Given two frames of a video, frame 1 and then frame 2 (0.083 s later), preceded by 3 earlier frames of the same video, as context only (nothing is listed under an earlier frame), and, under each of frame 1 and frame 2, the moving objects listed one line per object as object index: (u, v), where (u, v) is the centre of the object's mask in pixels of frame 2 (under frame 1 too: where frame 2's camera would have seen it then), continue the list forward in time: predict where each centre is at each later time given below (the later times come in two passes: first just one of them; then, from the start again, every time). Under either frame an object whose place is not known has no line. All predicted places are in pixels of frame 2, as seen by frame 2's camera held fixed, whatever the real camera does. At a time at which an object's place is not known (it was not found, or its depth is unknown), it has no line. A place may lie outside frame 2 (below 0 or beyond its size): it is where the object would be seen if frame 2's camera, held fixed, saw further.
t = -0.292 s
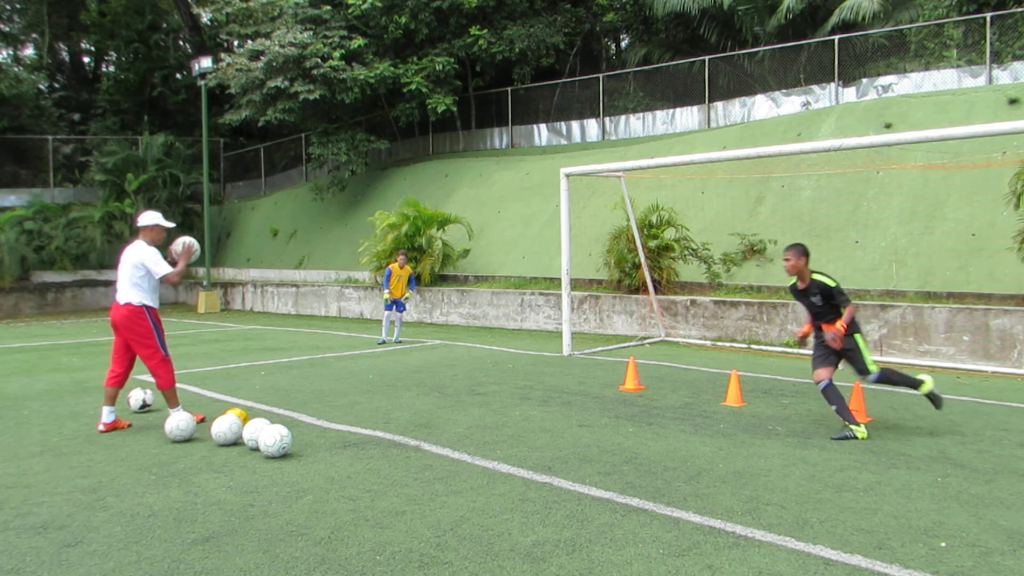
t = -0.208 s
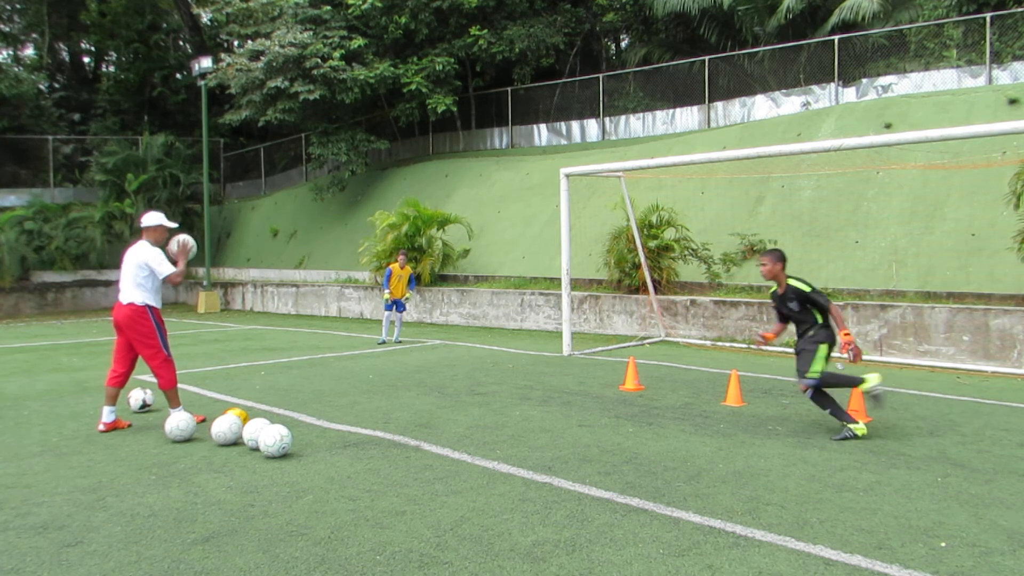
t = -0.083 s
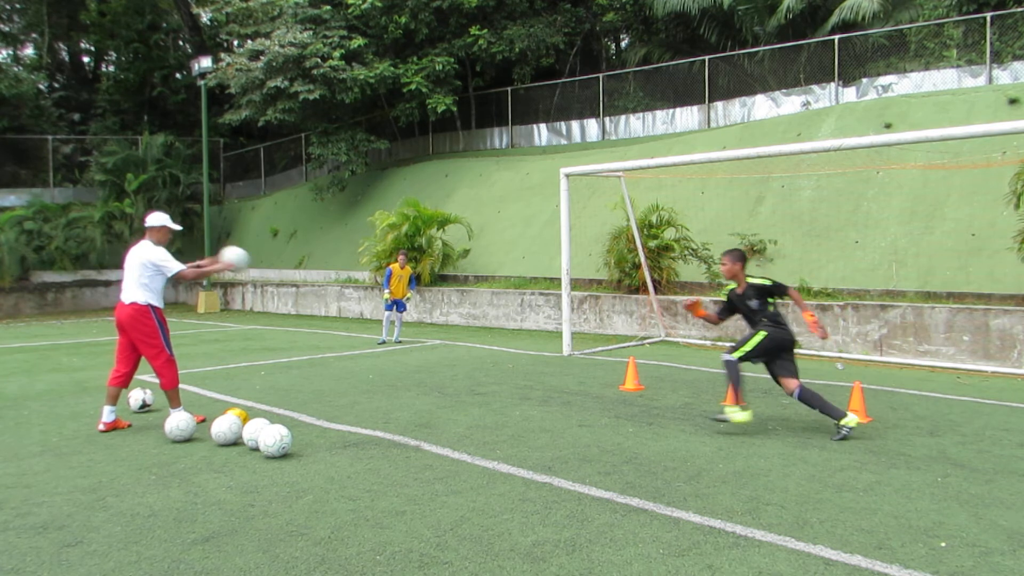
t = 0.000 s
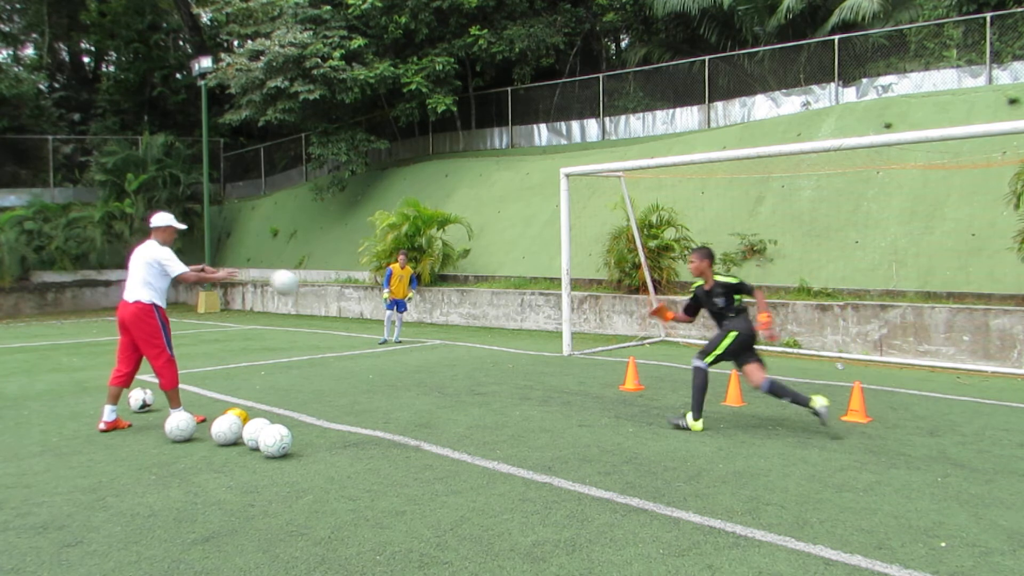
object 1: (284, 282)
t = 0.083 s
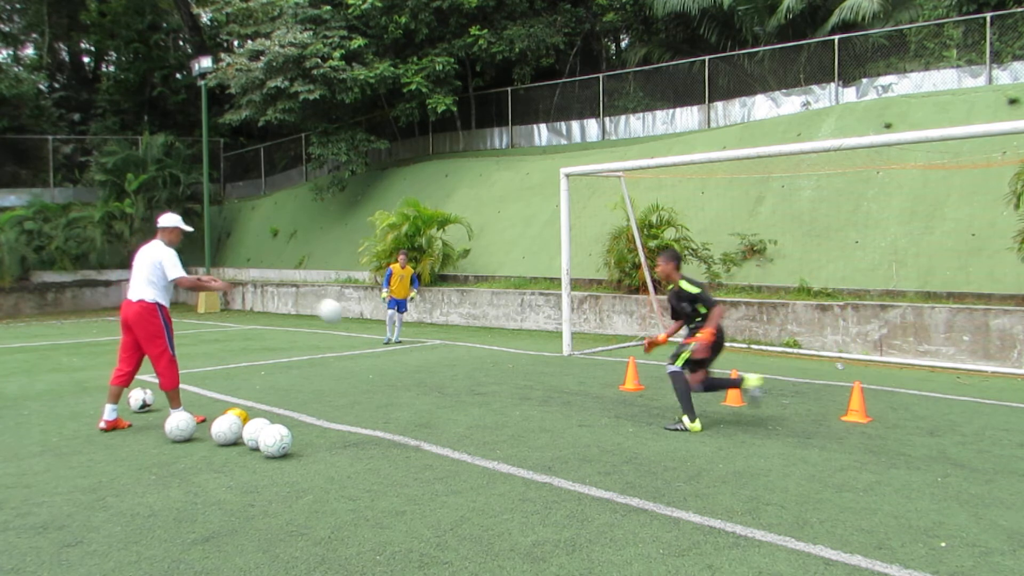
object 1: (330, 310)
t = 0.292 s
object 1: (422, 370)
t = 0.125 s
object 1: (352, 326)
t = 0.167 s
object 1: (372, 344)
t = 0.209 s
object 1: (392, 362)
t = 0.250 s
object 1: (412, 382)
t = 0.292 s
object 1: (422, 370)
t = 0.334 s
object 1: (430, 356)
